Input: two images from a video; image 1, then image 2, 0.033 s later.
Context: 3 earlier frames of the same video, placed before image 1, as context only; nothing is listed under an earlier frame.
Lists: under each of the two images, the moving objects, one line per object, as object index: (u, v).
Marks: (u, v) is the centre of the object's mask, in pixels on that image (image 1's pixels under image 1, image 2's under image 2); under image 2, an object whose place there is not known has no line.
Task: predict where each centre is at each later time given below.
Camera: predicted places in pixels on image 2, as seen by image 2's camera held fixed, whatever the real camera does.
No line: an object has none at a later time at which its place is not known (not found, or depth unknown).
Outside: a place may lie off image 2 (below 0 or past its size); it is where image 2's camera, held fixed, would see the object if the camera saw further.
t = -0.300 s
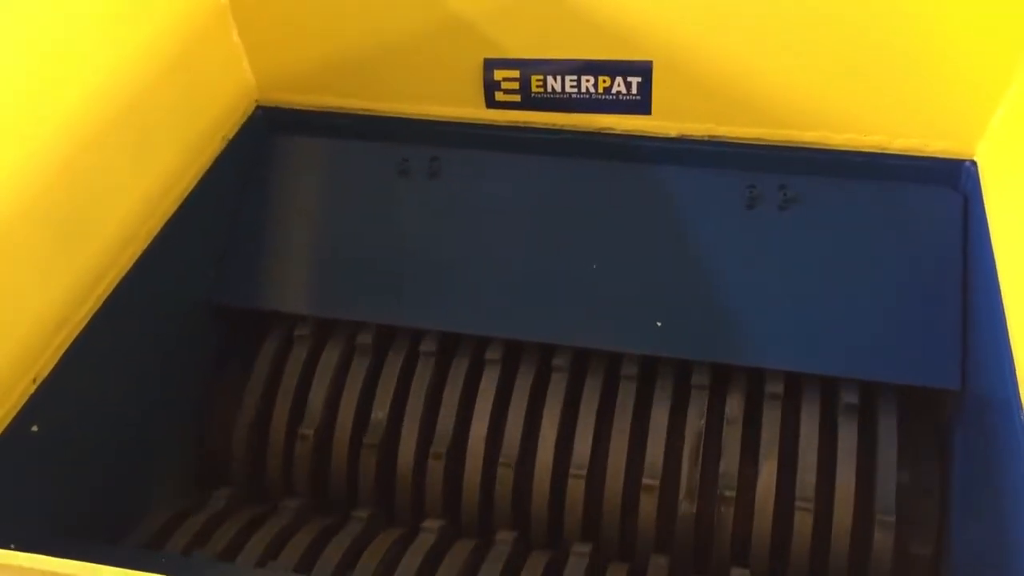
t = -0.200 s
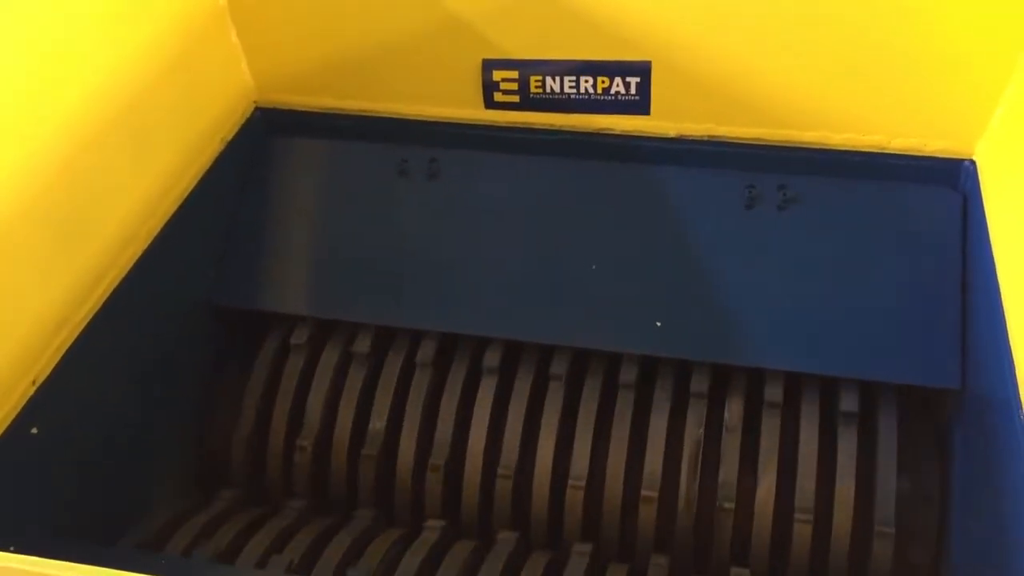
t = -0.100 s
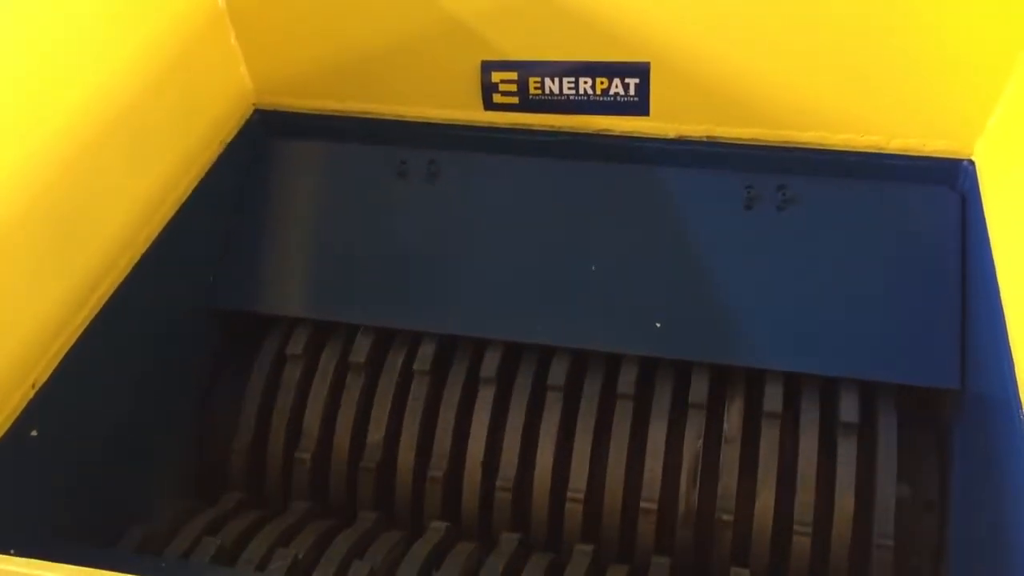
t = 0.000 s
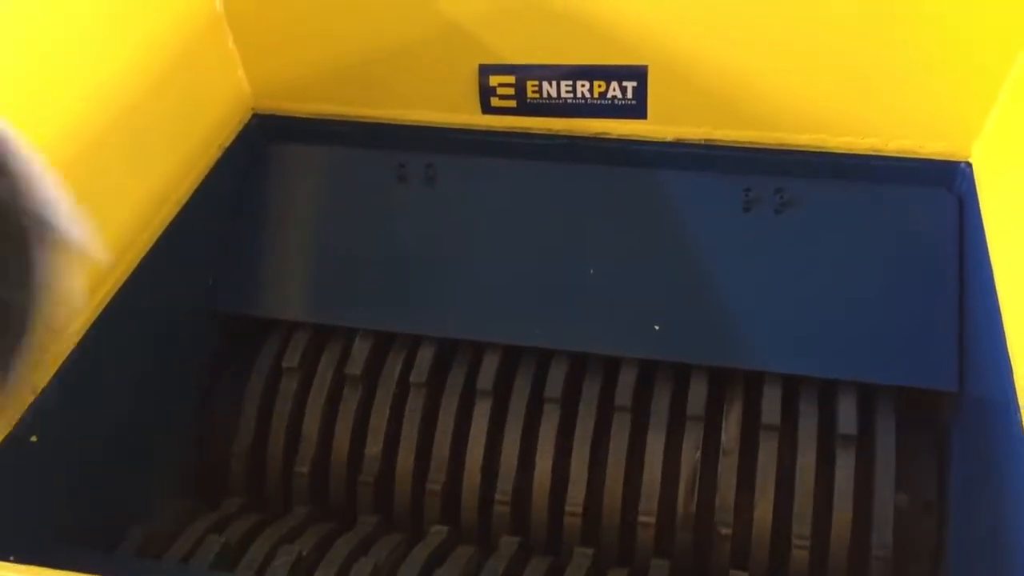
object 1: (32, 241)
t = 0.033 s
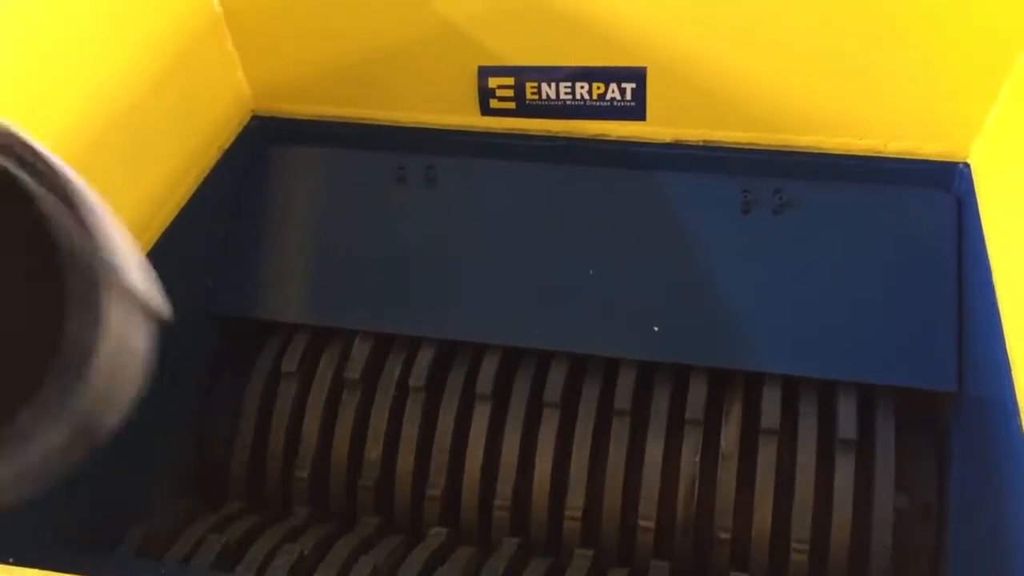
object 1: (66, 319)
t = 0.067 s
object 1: (93, 362)
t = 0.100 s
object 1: (123, 410)
